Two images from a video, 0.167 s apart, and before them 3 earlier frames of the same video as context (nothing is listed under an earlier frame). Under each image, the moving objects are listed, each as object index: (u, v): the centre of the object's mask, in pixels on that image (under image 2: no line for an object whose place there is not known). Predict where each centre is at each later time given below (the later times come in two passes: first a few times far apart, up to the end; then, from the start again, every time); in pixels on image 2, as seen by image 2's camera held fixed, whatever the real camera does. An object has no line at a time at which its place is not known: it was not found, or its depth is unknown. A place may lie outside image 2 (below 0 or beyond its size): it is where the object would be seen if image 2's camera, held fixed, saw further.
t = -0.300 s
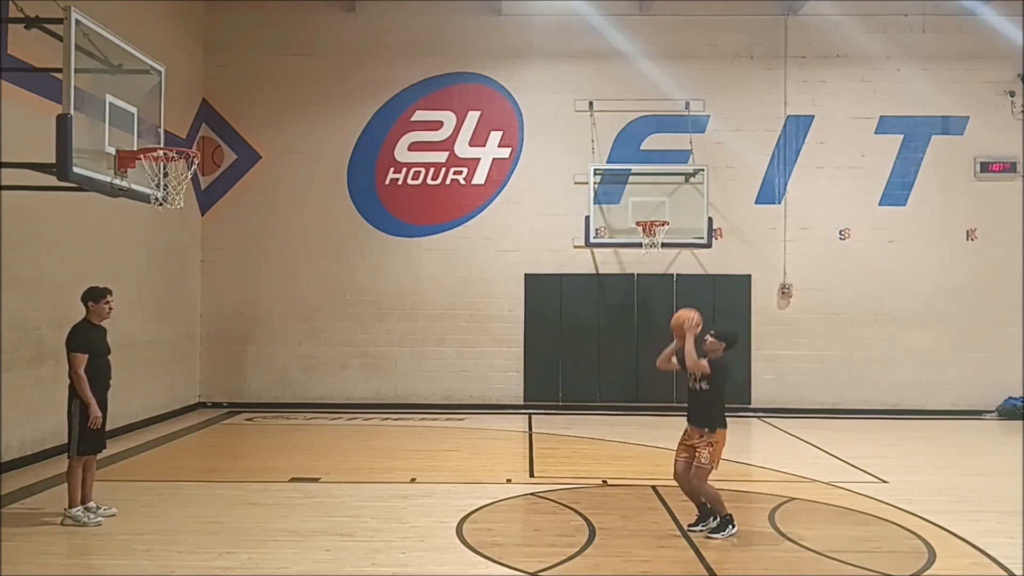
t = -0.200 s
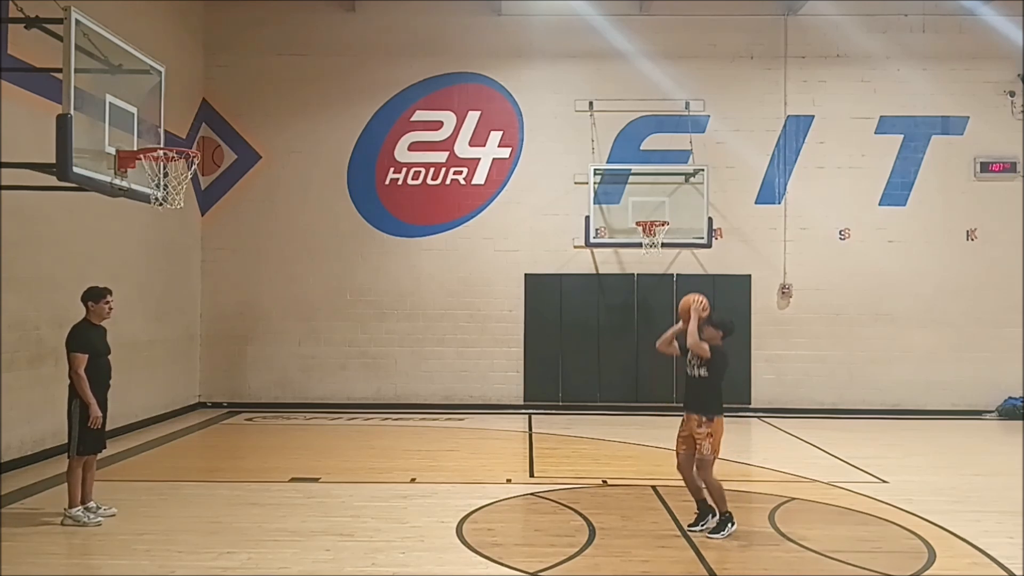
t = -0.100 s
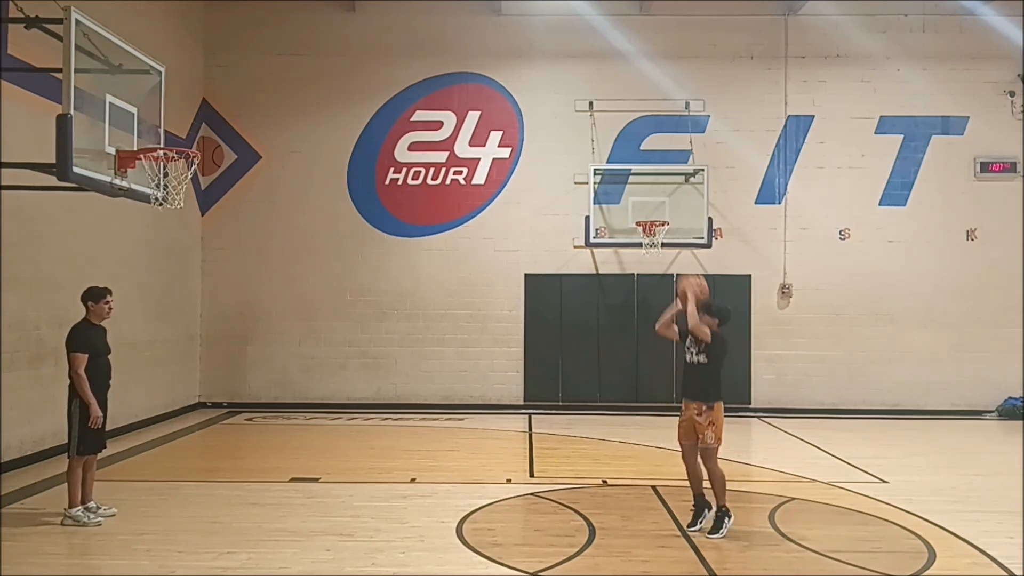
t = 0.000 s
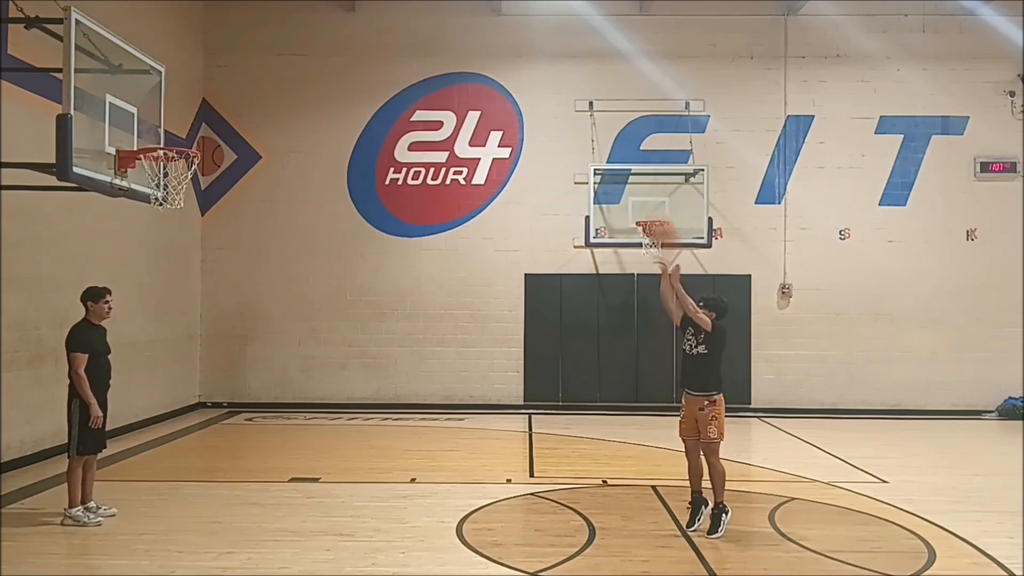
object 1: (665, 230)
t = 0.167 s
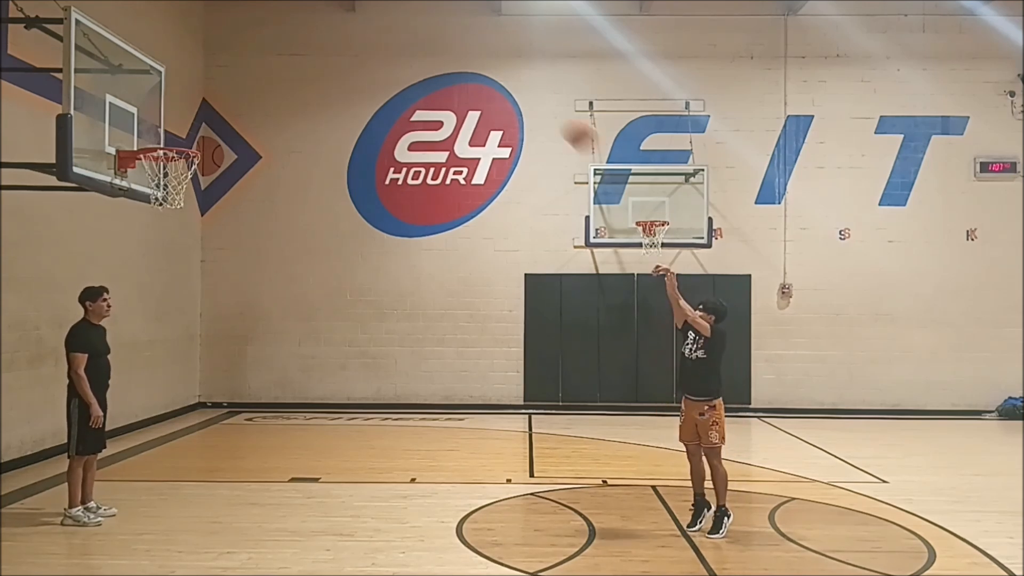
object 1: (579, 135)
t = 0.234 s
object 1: (546, 103)
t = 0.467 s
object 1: (434, 39)
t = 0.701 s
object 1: (321, 40)
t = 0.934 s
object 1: (210, 106)
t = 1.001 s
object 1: (178, 136)
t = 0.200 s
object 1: (563, 119)
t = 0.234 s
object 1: (546, 103)
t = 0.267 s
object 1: (530, 89)
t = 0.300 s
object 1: (515, 76)
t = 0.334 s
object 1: (498, 65)
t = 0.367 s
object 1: (482, 57)
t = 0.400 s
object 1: (466, 50)
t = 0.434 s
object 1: (450, 44)
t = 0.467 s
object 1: (434, 39)
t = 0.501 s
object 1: (418, 35)
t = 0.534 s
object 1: (402, 32)
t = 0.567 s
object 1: (386, 31)
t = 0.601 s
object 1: (370, 31)
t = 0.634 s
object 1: (354, 33)
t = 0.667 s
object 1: (338, 35)
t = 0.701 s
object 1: (321, 40)
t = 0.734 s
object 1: (305, 46)
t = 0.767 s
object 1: (290, 52)
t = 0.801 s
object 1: (274, 61)
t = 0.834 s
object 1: (259, 70)
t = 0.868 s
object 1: (243, 80)
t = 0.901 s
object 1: (226, 94)
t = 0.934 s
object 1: (210, 106)
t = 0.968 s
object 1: (194, 122)
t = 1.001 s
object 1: (178, 136)
